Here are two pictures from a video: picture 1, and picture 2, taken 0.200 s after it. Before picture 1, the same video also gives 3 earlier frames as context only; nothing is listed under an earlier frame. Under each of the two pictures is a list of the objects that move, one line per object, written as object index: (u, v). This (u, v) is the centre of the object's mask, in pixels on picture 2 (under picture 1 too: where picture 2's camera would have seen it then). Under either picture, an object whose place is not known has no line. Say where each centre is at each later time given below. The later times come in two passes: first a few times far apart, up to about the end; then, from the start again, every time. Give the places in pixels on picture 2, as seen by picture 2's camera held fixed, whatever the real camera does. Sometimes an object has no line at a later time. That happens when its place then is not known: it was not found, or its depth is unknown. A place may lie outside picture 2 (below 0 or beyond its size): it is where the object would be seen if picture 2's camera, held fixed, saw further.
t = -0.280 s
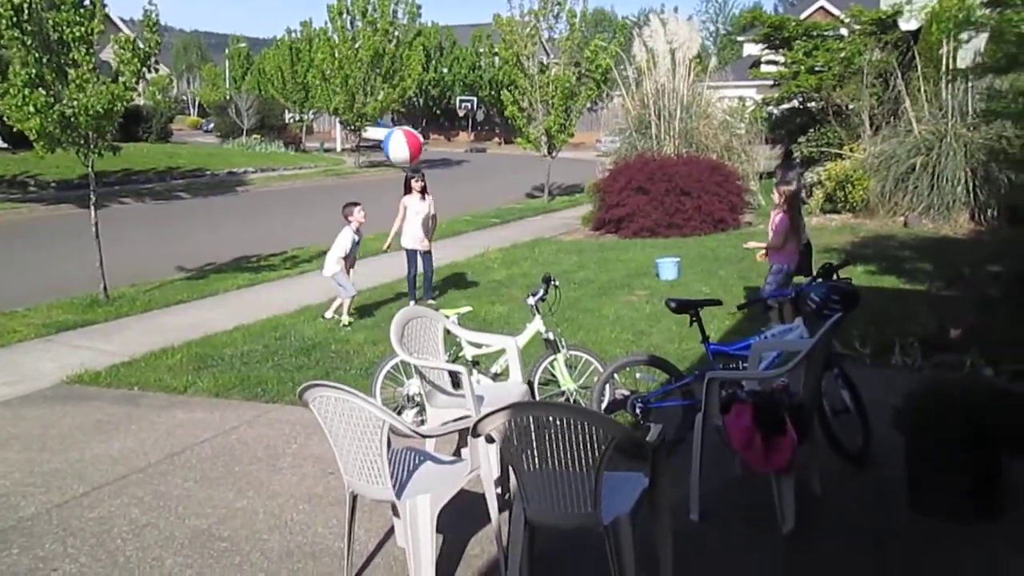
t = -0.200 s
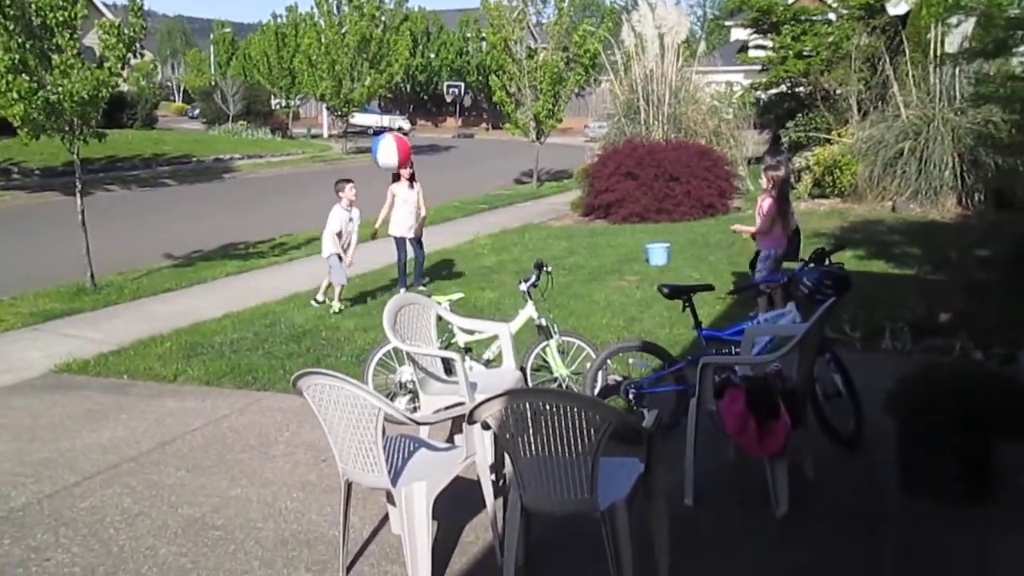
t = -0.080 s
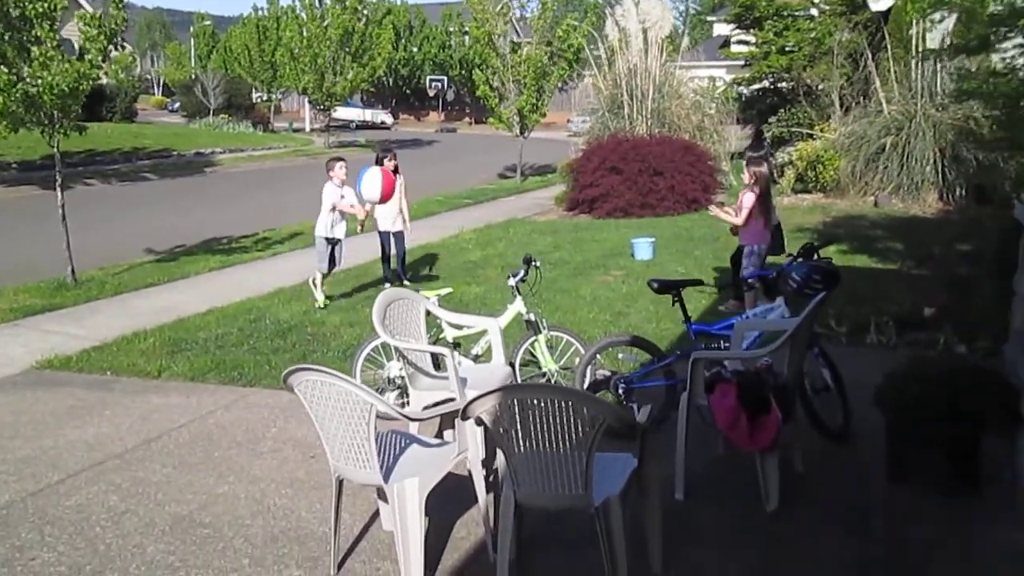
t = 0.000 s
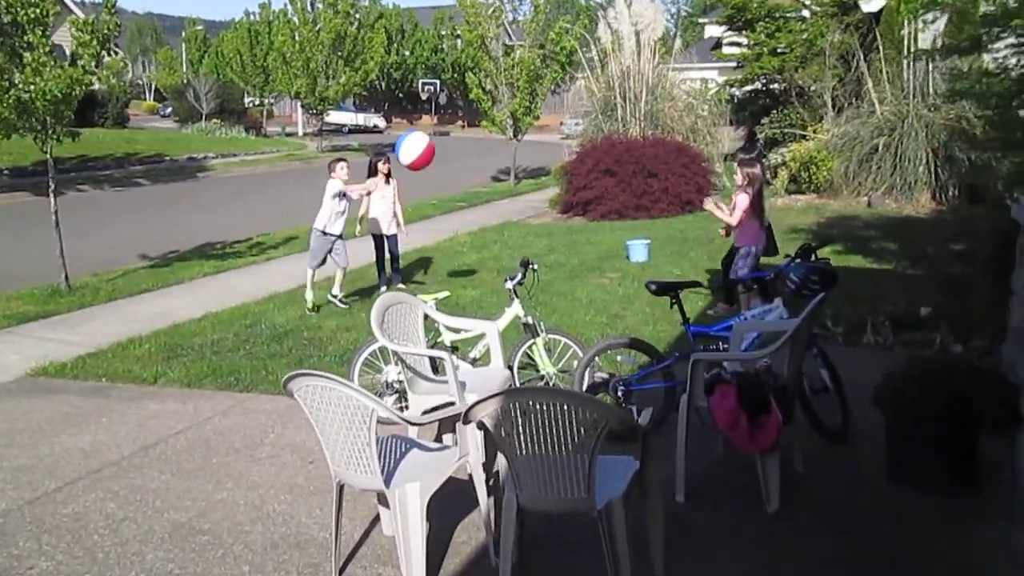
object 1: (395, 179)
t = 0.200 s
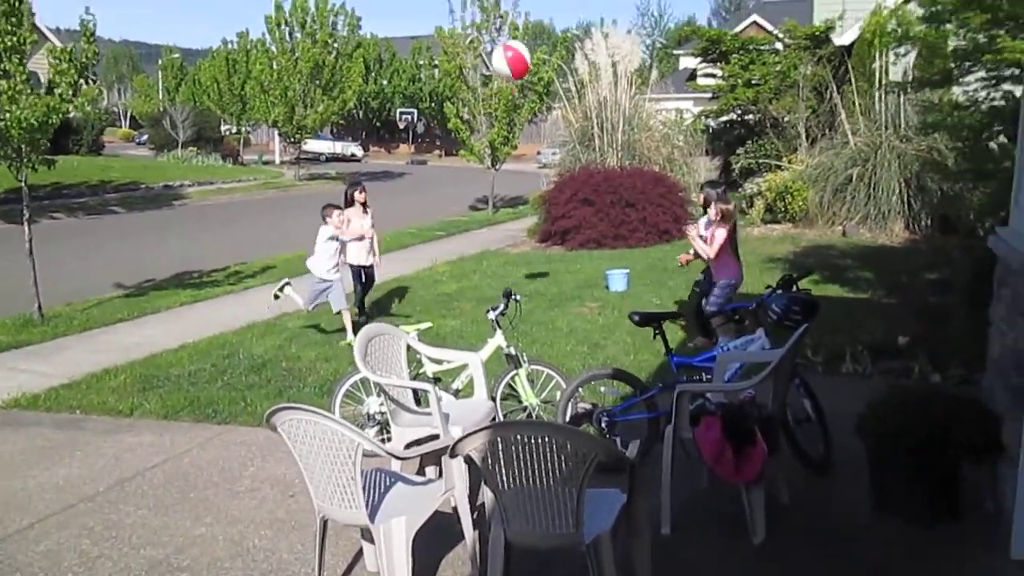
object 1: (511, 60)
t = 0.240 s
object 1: (525, 43)
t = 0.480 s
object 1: (600, -23)
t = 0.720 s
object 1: (666, -27)
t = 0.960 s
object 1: (721, 21)
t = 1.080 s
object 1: (745, 60)
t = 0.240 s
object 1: (525, 43)
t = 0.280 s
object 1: (538, 26)
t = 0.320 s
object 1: (551, 12)
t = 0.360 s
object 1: (564, 1)
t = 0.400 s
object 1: (576, -9)
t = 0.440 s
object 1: (588, -17)
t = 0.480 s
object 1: (600, -23)
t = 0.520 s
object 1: (611, -27)
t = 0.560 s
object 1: (623, -31)
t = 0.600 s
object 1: (634, -32)
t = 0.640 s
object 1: (645, -32)
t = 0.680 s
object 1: (656, -30)
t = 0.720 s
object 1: (666, -27)
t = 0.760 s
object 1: (676, -23)
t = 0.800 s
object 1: (686, -16)
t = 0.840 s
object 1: (696, -9)
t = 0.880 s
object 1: (704, 0)
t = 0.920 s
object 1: (713, 9)
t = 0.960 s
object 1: (721, 21)
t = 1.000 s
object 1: (729, 33)
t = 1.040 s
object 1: (737, 46)
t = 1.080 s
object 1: (745, 60)
